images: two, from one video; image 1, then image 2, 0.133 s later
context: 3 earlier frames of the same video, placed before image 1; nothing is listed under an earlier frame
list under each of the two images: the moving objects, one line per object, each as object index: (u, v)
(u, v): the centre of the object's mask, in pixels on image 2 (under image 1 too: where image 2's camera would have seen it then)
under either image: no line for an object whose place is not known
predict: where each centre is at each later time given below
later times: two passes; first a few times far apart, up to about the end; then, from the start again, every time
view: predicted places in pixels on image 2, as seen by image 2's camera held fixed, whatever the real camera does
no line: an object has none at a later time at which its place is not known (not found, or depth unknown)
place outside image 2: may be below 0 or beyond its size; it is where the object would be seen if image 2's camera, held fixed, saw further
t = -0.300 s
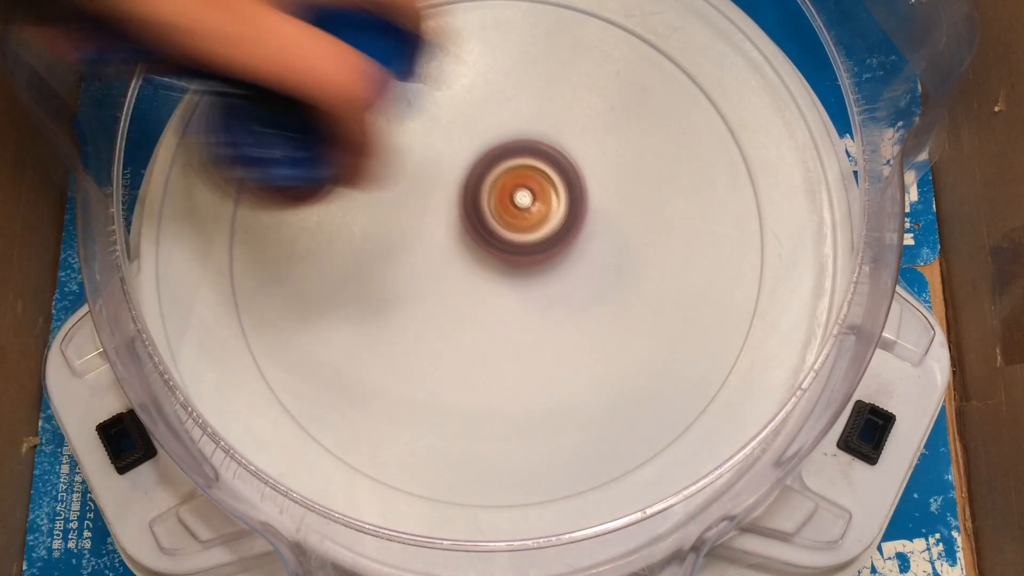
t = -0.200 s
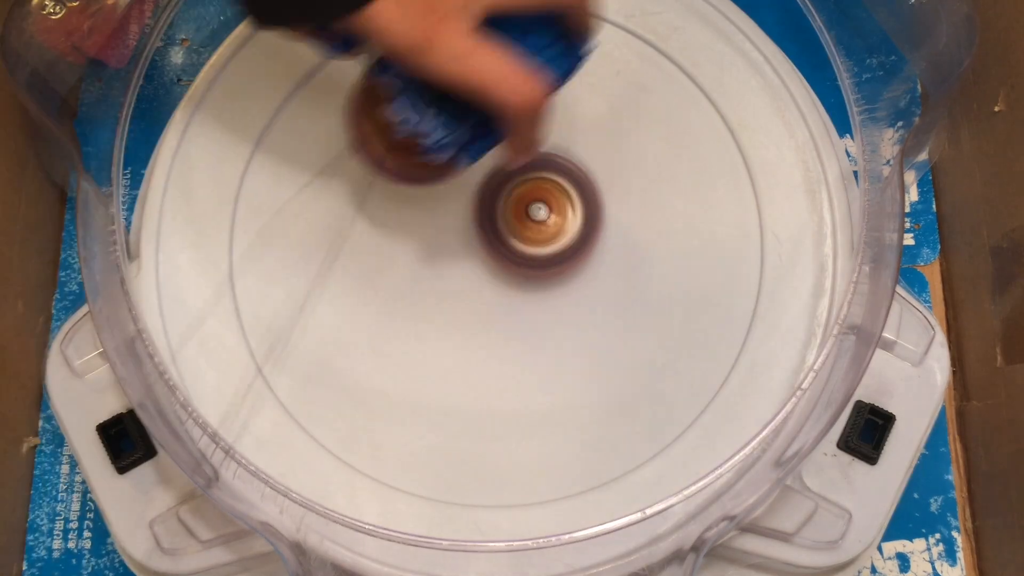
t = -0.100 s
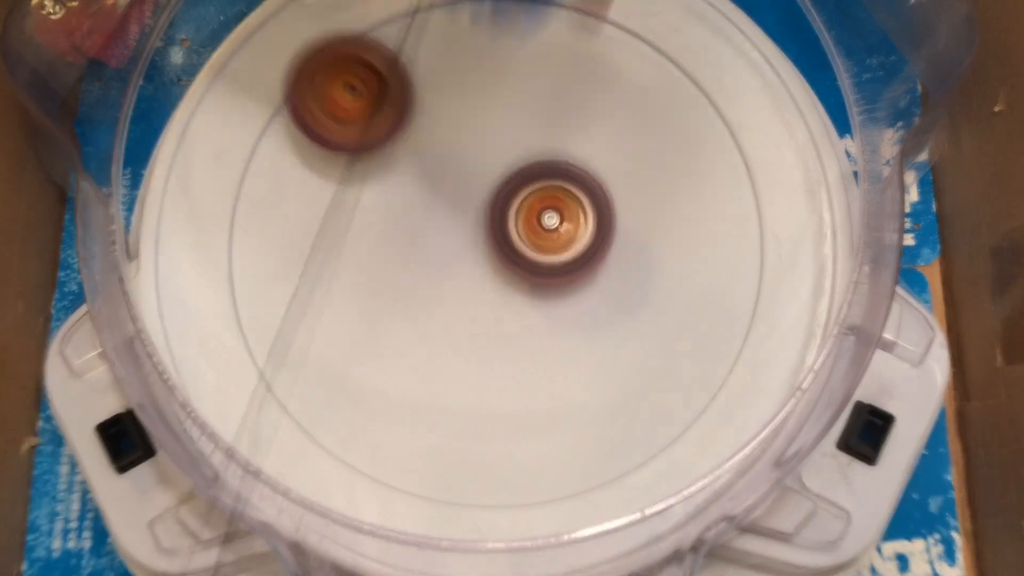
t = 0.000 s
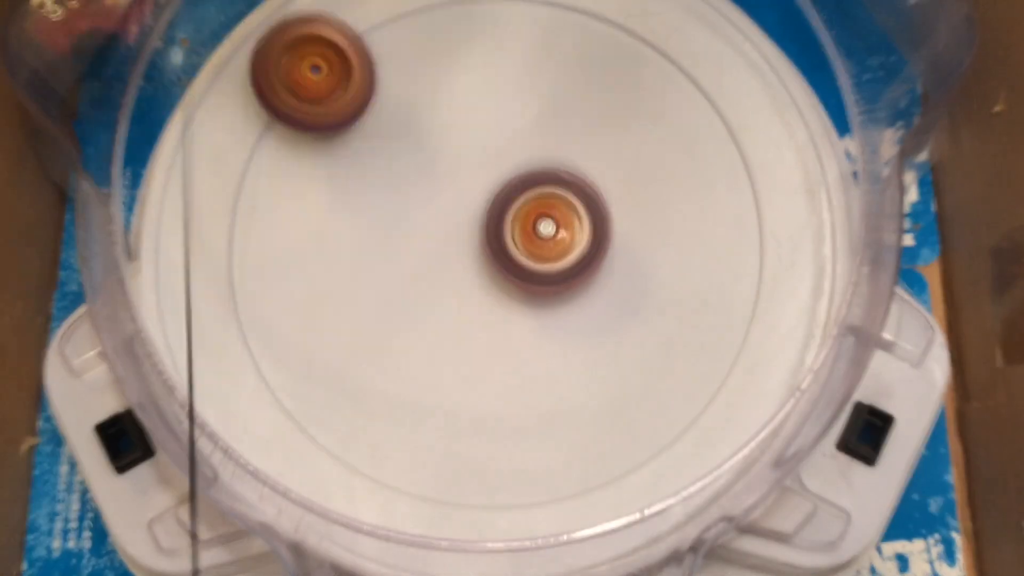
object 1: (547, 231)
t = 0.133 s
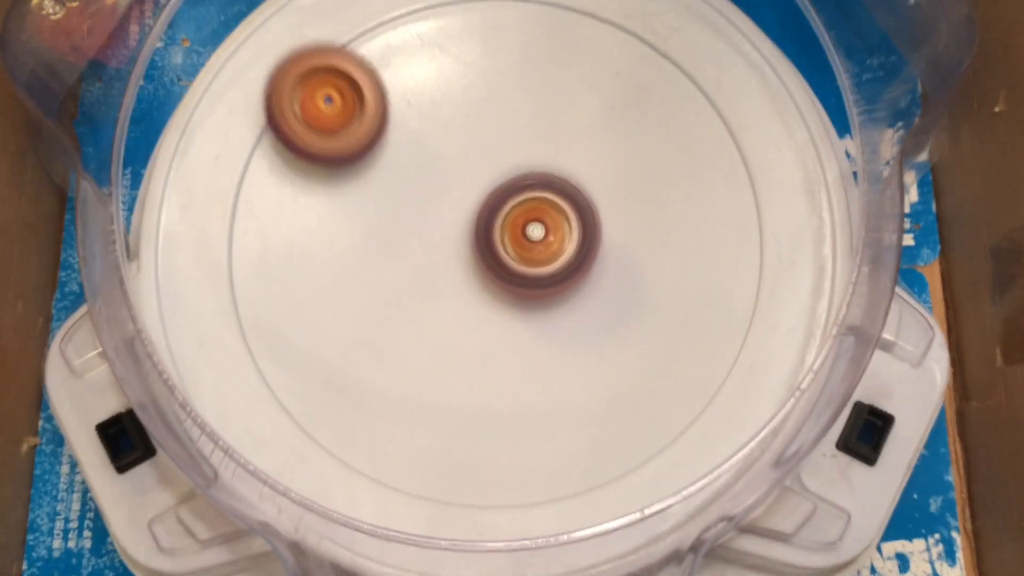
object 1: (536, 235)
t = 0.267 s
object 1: (534, 237)
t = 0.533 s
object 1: (554, 250)
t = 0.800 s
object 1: (558, 242)
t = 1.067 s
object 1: (590, 321)
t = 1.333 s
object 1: (556, 289)
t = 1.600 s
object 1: (568, 391)
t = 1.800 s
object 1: (575, 405)
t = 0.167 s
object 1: (535, 235)
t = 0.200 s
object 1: (534, 236)
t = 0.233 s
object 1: (534, 236)
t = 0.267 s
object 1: (534, 237)
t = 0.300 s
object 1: (535, 238)
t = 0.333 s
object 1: (537, 240)
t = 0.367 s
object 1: (539, 242)
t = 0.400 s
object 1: (542, 244)
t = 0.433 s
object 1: (545, 245)
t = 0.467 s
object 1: (548, 247)
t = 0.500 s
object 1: (551, 249)
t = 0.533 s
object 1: (554, 250)
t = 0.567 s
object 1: (556, 251)
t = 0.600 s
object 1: (558, 251)
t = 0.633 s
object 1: (560, 250)
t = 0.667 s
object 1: (560, 250)
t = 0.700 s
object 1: (561, 249)
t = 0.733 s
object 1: (561, 247)
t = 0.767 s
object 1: (560, 244)
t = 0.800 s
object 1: (558, 242)
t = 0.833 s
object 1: (557, 239)
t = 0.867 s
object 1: (556, 238)
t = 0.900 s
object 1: (556, 239)
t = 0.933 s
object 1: (556, 240)
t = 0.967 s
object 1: (568, 264)
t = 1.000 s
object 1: (579, 288)
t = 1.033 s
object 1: (586, 307)
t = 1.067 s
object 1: (590, 321)
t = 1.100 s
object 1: (590, 329)
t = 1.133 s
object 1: (588, 333)
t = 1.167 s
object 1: (584, 333)
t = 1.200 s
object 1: (579, 328)
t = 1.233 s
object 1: (574, 321)
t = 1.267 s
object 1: (568, 312)
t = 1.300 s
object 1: (562, 300)
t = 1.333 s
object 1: (556, 289)
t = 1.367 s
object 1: (550, 278)
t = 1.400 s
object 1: (543, 267)
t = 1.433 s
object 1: (536, 257)
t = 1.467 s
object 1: (529, 251)
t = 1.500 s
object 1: (540, 284)
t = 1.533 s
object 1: (553, 325)
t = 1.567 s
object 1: (562, 363)
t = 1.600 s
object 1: (568, 391)
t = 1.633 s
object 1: (573, 414)
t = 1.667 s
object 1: (575, 428)
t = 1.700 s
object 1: (576, 431)
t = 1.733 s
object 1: (577, 429)
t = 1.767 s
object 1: (577, 421)
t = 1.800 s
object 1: (575, 405)
